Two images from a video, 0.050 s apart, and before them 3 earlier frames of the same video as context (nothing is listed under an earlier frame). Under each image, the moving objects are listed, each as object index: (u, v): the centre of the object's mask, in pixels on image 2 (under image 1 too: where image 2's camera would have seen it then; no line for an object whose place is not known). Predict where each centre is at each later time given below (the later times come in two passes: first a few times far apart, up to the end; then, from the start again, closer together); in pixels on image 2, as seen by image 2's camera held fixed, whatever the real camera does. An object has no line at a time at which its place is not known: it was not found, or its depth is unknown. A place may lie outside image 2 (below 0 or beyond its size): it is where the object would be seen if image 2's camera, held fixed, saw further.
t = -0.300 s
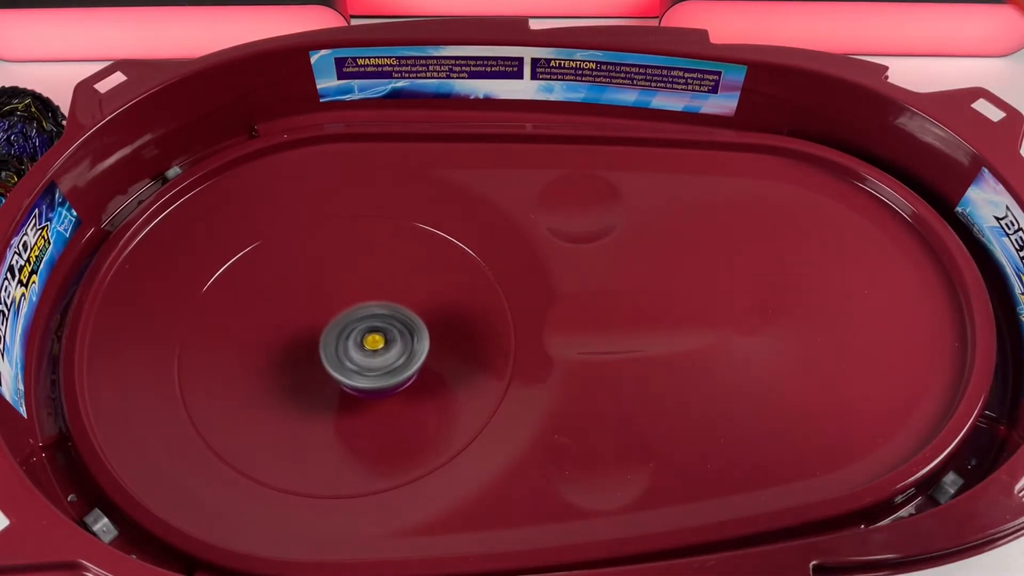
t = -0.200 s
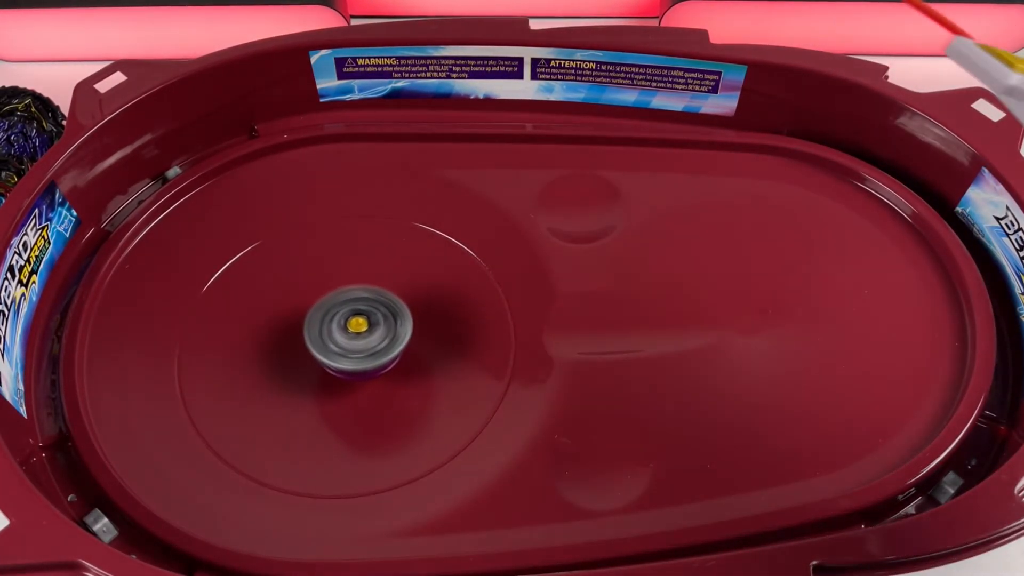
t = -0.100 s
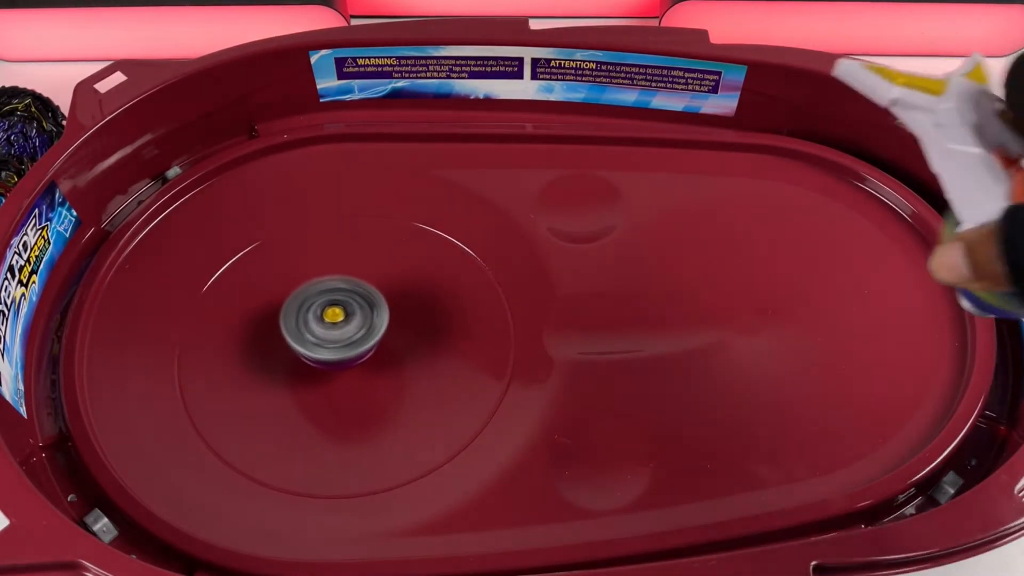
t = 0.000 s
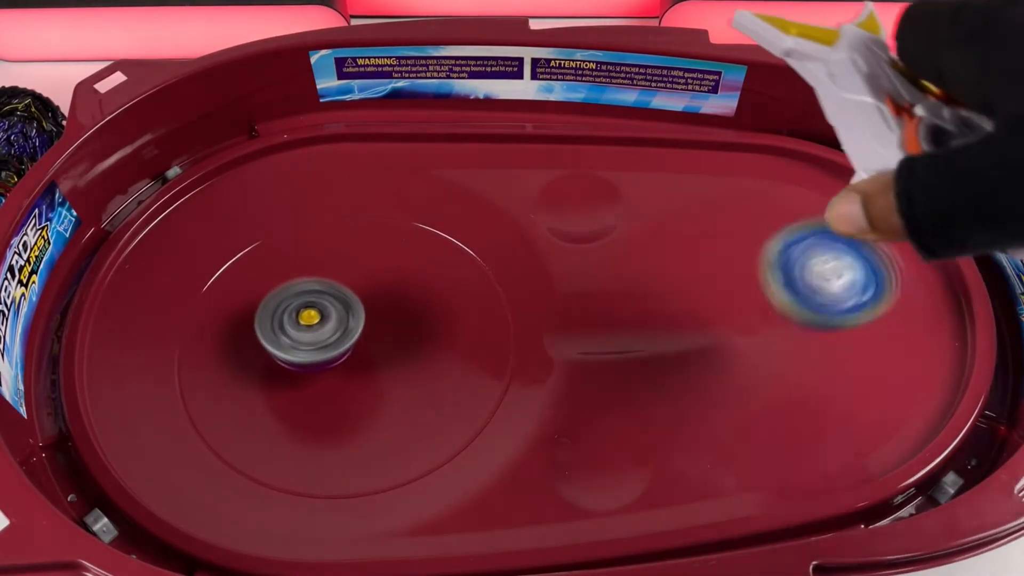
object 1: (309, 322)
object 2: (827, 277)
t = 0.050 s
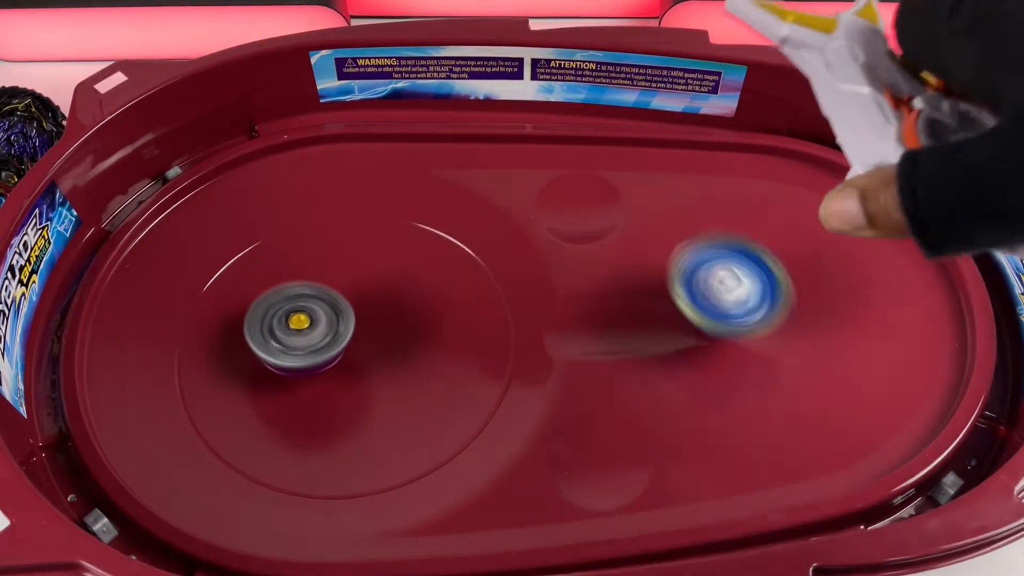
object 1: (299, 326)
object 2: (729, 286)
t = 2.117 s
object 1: (378, 263)
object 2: (286, 367)
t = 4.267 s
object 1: (407, 294)
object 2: (272, 387)
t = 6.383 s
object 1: (381, 371)
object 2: (267, 345)
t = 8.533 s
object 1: (366, 411)
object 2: (394, 258)
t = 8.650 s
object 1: (368, 360)
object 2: (423, 280)
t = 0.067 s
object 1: (297, 326)
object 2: (705, 265)
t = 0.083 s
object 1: (295, 325)
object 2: (680, 242)
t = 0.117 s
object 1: (293, 333)
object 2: (629, 216)
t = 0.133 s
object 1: (291, 335)
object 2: (603, 207)
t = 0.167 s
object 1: (290, 340)
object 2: (556, 187)
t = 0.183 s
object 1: (290, 342)
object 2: (533, 166)
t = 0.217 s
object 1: (290, 346)
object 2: (492, 136)
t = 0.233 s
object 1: (290, 349)
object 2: (471, 122)
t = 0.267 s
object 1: (291, 352)
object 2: (428, 121)
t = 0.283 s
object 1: (292, 354)
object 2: (406, 128)
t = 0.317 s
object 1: (295, 358)
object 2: (365, 152)
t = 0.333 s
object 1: (297, 359)
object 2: (345, 169)
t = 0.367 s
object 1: (302, 362)
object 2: (304, 200)
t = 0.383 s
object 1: (305, 363)
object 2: (284, 217)
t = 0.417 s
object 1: (312, 363)
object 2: (246, 252)
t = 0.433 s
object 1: (316, 364)
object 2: (227, 270)
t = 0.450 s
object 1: (319, 363)
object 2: (210, 288)
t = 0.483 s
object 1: (326, 362)
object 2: (179, 326)
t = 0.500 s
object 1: (330, 361)
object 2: (166, 345)
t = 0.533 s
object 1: (336, 357)
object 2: (148, 379)
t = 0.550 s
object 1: (339, 355)
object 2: (142, 396)
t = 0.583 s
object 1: (344, 351)
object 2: (136, 427)
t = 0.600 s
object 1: (346, 348)
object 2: (136, 440)
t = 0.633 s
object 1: (349, 342)
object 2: (144, 467)
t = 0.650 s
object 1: (350, 339)
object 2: (153, 477)
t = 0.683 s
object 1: (352, 332)
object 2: (178, 491)
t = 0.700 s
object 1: (352, 329)
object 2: (194, 494)
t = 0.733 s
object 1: (351, 323)
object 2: (231, 495)
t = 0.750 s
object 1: (351, 320)
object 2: (249, 492)
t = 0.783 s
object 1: (347, 315)
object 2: (288, 483)
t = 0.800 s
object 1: (346, 313)
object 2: (308, 476)
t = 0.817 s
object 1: (344, 311)
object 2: (328, 466)
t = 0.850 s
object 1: (339, 308)
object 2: (364, 441)
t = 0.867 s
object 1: (337, 307)
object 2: (380, 427)
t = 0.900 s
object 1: (332, 306)
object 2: (408, 394)
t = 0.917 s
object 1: (330, 306)
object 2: (419, 377)
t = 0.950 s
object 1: (325, 305)
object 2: (436, 343)
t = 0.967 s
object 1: (323, 306)
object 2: (442, 326)
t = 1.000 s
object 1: (319, 307)
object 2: (447, 293)
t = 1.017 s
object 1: (317, 308)
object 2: (447, 279)
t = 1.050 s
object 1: (313, 311)
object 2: (444, 252)
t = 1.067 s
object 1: (312, 313)
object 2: (440, 241)
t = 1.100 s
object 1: (311, 316)
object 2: (430, 223)
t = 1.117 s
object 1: (310, 318)
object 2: (423, 217)
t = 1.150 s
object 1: (310, 323)
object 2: (409, 208)
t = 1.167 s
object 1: (310, 325)
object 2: (401, 206)
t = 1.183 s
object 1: (311, 327)
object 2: (393, 206)
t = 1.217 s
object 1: (313, 332)
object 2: (376, 210)
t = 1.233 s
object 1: (314, 334)
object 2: (368, 214)
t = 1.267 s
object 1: (319, 338)
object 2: (352, 225)
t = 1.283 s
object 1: (321, 339)
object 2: (344, 232)
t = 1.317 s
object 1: (327, 344)
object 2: (328, 246)
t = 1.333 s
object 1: (328, 351)
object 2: (322, 250)
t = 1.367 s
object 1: (333, 363)
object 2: (311, 259)
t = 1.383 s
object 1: (336, 368)
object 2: (306, 264)
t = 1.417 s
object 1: (342, 375)
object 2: (297, 276)
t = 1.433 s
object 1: (346, 377)
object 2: (294, 283)
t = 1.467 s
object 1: (353, 379)
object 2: (290, 297)
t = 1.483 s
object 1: (357, 380)
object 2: (288, 304)
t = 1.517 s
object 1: (371, 381)
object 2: (281, 314)
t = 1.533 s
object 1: (380, 382)
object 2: (276, 319)
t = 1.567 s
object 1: (395, 380)
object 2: (268, 327)
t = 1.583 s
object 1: (401, 379)
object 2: (265, 331)
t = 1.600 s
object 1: (407, 376)
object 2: (263, 335)
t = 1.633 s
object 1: (416, 370)
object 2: (261, 342)
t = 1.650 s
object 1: (420, 366)
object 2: (262, 345)
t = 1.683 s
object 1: (425, 358)
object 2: (264, 350)
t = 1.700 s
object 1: (427, 354)
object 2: (266, 352)
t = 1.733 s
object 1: (430, 345)
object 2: (271, 355)
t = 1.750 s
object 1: (430, 341)
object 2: (275, 356)
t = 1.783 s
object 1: (427, 333)
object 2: (284, 358)
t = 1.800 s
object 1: (425, 329)
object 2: (290, 358)
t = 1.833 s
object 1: (421, 322)
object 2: (301, 356)
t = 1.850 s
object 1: (418, 319)
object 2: (307, 355)
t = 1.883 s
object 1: (421, 305)
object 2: (306, 359)
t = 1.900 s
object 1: (424, 297)
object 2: (302, 363)
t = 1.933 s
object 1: (426, 282)
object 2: (295, 368)
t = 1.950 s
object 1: (426, 277)
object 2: (292, 370)
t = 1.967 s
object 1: (424, 272)
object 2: (290, 371)
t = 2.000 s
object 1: (418, 265)
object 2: (286, 372)
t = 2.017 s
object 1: (413, 263)
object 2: (284, 374)
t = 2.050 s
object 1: (403, 260)
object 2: (283, 372)
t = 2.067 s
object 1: (397, 260)
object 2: (283, 371)
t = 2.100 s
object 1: (385, 262)
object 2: (285, 367)
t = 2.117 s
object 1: (378, 263)
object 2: (286, 367)
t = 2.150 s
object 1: (364, 268)
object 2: (291, 361)
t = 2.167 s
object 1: (357, 271)
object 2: (293, 358)
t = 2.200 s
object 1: (346, 275)
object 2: (299, 355)
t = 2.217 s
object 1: (341, 274)
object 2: (300, 361)
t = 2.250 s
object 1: (338, 264)
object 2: (294, 375)
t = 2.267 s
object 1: (337, 261)
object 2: (292, 382)
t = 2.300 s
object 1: (333, 258)
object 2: (288, 394)
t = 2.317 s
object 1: (331, 259)
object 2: (287, 399)
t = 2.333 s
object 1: (329, 260)
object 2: (285, 403)
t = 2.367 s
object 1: (324, 266)
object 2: (284, 410)
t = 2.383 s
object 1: (321, 270)
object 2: (284, 413)
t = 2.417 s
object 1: (315, 280)
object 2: (285, 415)
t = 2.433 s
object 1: (313, 285)
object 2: (287, 415)
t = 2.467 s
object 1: (308, 296)
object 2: (290, 413)
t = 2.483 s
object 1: (306, 302)
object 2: (292, 411)
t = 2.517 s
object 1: (304, 312)
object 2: (298, 405)
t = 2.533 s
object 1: (304, 315)
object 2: (301, 402)
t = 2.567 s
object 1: (308, 308)
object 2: (304, 410)
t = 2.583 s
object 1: (310, 300)
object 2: (305, 415)
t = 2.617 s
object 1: (315, 286)
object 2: (308, 424)
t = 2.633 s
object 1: (318, 281)
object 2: (310, 427)
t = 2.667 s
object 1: (323, 273)
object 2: (314, 431)
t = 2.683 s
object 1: (326, 270)
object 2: (316, 432)
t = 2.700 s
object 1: (327, 268)
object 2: (318, 431)
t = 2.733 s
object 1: (330, 267)
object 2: (322, 427)
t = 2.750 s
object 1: (332, 268)
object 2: (325, 424)
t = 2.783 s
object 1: (332, 270)
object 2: (329, 415)
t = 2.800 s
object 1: (332, 273)
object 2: (331, 410)
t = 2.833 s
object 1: (333, 278)
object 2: (334, 397)
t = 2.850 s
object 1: (332, 281)
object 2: (336, 390)
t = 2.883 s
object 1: (333, 286)
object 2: (338, 375)
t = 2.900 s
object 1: (334, 284)
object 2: (339, 371)
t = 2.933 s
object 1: (333, 273)
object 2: (339, 372)
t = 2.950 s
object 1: (334, 268)
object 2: (339, 373)
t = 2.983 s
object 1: (335, 258)
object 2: (339, 374)
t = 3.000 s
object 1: (335, 256)
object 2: (339, 374)
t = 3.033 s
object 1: (336, 252)
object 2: (339, 374)
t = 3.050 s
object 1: (335, 252)
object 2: (339, 373)
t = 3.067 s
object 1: (335, 252)
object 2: (338, 372)
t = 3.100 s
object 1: (335, 253)
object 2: (336, 369)
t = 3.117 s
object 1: (335, 254)
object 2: (336, 367)
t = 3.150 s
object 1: (335, 260)
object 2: (336, 363)
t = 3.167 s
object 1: (335, 263)
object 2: (336, 360)
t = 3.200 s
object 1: (336, 269)
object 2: (335, 357)
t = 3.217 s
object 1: (334, 269)
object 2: (337, 358)
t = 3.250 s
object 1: (334, 270)
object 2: (338, 365)
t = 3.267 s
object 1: (335, 269)
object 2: (338, 368)
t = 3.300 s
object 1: (336, 271)
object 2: (341, 372)
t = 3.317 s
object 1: (337, 272)
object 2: (342, 375)
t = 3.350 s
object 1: (339, 276)
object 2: (344, 379)
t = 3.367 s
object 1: (340, 278)
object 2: (345, 381)
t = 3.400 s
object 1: (343, 284)
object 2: (347, 383)
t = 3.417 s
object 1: (344, 288)
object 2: (348, 383)
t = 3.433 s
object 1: (346, 291)
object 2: (349, 383)
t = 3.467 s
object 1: (349, 297)
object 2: (351, 382)
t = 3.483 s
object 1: (348, 298)
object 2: (354, 386)
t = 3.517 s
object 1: (348, 295)
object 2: (356, 398)
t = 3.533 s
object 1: (349, 293)
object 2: (357, 403)
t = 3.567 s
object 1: (351, 291)
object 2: (360, 412)
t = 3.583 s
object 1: (352, 292)
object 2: (360, 416)
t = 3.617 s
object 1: (355, 295)
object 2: (360, 420)
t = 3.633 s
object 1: (356, 298)
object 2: (360, 422)
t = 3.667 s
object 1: (360, 303)
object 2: (358, 423)
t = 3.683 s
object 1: (361, 306)
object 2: (357, 422)
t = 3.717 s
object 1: (364, 313)
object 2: (354, 418)
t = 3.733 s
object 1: (365, 316)
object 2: (353, 415)
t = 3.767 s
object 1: (369, 321)
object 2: (349, 408)
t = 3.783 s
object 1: (369, 319)
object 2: (346, 407)
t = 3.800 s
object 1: (370, 318)
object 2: (342, 409)
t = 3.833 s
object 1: (373, 312)
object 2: (334, 411)
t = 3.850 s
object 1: (374, 310)
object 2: (330, 411)
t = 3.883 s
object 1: (375, 308)
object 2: (324, 409)
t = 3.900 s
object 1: (375, 309)
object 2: (320, 407)
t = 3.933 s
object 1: (374, 311)
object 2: (314, 402)
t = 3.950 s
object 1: (373, 313)
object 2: (312, 397)
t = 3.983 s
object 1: (377, 312)
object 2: (306, 393)
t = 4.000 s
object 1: (381, 308)
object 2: (298, 395)
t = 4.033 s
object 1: (389, 300)
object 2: (285, 396)
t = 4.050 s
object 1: (391, 298)
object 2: (281, 397)
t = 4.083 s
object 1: (394, 295)
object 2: (273, 396)
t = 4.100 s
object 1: (393, 296)
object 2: (271, 394)
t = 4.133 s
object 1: (392, 299)
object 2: (270, 392)
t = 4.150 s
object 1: (391, 301)
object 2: (271, 390)
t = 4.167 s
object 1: (390, 303)
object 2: (273, 387)
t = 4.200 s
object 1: (386, 309)
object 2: (280, 383)
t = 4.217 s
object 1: (384, 311)
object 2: (284, 379)
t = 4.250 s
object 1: (392, 307)
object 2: (284, 380)
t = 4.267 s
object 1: (407, 294)
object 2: (272, 387)
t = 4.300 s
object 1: (434, 267)
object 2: (251, 401)
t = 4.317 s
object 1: (445, 256)
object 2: (243, 407)
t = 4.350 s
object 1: (462, 236)
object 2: (230, 417)
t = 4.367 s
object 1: (467, 229)
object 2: (227, 421)
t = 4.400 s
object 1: (472, 219)
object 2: (225, 428)
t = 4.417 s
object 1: (473, 216)
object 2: (227, 430)
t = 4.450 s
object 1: (467, 214)
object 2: (233, 434)
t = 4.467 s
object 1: (464, 214)
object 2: (238, 434)
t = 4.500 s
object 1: (452, 219)
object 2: (250, 433)
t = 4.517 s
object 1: (445, 222)
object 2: (258, 432)
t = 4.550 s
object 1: (429, 231)
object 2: (277, 427)
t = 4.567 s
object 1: (419, 237)
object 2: (286, 423)
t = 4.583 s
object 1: (409, 244)
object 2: (297, 418)
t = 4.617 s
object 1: (388, 259)
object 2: (320, 407)
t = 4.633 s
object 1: (377, 268)
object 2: (331, 400)
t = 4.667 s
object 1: (355, 285)
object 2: (354, 386)
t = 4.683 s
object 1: (344, 290)
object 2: (366, 379)
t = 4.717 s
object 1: (317, 285)
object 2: (391, 379)
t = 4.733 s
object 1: (304, 282)
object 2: (402, 378)
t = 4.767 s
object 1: (280, 278)
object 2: (425, 376)
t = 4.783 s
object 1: (269, 277)
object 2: (435, 374)
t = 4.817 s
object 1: (252, 278)
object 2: (451, 369)
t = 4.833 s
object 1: (245, 280)
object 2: (457, 368)
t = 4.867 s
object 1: (235, 286)
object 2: (466, 362)
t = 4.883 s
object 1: (232, 291)
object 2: (468, 360)
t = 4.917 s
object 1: (228, 302)
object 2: (469, 355)
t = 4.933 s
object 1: (229, 308)
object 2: (468, 353)
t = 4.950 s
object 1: (228, 313)
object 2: (464, 351)
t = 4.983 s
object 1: (232, 326)
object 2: (455, 347)
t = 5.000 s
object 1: (234, 332)
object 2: (448, 345)
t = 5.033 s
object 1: (242, 345)
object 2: (433, 342)
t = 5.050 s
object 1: (247, 351)
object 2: (423, 341)
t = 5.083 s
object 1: (258, 362)
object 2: (404, 338)
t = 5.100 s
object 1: (266, 366)
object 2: (392, 336)
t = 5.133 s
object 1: (271, 379)
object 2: (377, 331)
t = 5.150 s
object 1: (264, 389)
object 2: (377, 318)
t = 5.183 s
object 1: (252, 411)
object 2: (376, 299)
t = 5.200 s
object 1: (248, 418)
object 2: (376, 290)
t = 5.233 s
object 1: (242, 432)
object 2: (374, 273)
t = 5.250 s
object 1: (241, 437)
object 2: (373, 266)
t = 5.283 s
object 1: (243, 445)
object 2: (370, 254)
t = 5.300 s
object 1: (246, 447)
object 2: (368, 250)
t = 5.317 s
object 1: (251, 448)
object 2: (366, 245)
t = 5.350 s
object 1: (262, 447)
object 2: (361, 240)
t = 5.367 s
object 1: (269, 445)
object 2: (359, 240)
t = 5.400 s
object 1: (284, 439)
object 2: (354, 240)
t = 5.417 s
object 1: (290, 435)
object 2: (351, 243)
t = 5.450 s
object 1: (307, 425)
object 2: (347, 250)
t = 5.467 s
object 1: (314, 419)
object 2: (345, 253)
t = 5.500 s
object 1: (329, 404)
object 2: (340, 265)
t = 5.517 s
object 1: (337, 397)
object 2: (338, 272)
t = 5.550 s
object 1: (350, 380)
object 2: (334, 287)
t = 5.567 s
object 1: (355, 372)
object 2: (331, 294)
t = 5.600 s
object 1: (370, 391)
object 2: (324, 277)
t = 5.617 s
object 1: (376, 401)
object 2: (320, 267)
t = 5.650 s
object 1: (387, 417)
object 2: (313, 250)
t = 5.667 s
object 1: (392, 423)
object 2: (310, 242)
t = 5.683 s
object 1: (395, 428)
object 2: (309, 237)
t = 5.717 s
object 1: (399, 434)
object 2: (304, 226)
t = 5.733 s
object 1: (401, 435)
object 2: (303, 223)
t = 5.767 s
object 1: (401, 433)
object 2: (301, 219)
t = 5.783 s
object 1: (402, 431)
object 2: (301, 220)
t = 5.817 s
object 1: (400, 423)
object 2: (302, 223)
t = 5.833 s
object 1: (399, 419)
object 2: (303, 227)
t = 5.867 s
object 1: (395, 408)
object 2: (306, 237)
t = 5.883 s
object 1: (393, 402)
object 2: (308, 243)
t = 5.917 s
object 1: (387, 389)
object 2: (312, 259)
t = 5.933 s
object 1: (382, 382)
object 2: (314, 268)
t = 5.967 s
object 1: (374, 368)
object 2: (319, 288)
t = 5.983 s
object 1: (372, 366)
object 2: (321, 294)
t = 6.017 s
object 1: (385, 384)
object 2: (301, 280)
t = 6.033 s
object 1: (390, 393)
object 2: (294, 273)
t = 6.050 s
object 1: (397, 401)
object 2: (286, 270)
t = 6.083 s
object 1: (403, 413)
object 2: (274, 270)
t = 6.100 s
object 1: (406, 417)
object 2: (268, 266)
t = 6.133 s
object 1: (407, 422)
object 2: (258, 264)
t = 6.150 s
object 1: (408, 422)
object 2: (254, 266)
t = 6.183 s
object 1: (408, 420)
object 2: (247, 269)
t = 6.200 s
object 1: (408, 418)
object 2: (245, 273)
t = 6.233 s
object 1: (406, 412)
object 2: (243, 281)
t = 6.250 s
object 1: (404, 408)
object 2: (243, 285)
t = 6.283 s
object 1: (399, 400)
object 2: (245, 297)
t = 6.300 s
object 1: (396, 396)
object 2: (248, 307)
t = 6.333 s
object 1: (388, 385)
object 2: (255, 322)
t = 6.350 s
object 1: (384, 380)
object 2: (260, 329)
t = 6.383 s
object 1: (381, 371)
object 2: (267, 345)
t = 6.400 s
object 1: (390, 370)
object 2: (257, 343)
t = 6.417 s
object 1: (403, 368)
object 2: (249, 344)
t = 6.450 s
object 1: (427, 360)
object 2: (238, 348)
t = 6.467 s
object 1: (434, 359)
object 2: (235, 347)
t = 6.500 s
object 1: (450, 350)
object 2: (233, 344)
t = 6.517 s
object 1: (454, 347)
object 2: (235, 348)
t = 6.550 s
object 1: (460, 340)
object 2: (243, 349)
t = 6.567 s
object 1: (461, 337)
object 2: (249, 349)
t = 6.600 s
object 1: (459, 331)
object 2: (265, 351)
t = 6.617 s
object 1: (455, 329)
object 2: (273, 351)
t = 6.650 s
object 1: (448, 325)
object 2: (294, 350)
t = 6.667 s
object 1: (443, 324)
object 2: (306, 350)
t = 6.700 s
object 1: (431, 320)
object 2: (326, 346)
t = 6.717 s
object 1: (428, 320)
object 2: (334, 344)
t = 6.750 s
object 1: (440, 315)
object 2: (323, 340)
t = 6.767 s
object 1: (447, 312)
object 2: (316, 340)
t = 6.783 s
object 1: (451, 309)
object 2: (311, 339)
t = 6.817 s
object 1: (455, 305)
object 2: (299, 335)
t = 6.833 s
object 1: (455, 305)
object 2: (293, 334)
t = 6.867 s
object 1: (452, 303)
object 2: (283, 330)
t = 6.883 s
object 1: (449, 303)
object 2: (278, 329)
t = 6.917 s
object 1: (442, 303)
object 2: (271, 328)
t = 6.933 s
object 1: (436, 304)
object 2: (268, 325)
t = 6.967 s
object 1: (424, 306)
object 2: (264, 327)
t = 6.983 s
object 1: (418, 306)
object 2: (263, 325)
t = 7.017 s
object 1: (403, 311)
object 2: (264, 329)
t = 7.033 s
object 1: (396, 312)
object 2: (264, 327)
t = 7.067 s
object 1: (380, 316)
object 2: (269, 333)
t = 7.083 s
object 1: (388, 317)
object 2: (254, 337)
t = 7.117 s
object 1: (412, 314)
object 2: (222, 340)
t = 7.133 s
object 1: (423, 310)
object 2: (204, 341)
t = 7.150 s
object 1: (430, 311)
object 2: (192, 338)
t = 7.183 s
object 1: (445, 309)
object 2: (173, 338)
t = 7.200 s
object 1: (451, 308)
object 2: (166, 338)
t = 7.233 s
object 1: (456, 309)
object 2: (160, 339)
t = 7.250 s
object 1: (456, 310)
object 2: (161, 342)
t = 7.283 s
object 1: (455, 312)
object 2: (170, 345)
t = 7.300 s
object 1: (453, 314)
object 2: (178, 346)
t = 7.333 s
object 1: (446, 317)
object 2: (201, 353)
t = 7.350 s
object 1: (441, 319)
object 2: (211, 355)
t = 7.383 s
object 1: (430, 322)
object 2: (242, 358)
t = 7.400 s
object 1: (424, 325)
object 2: (259, 359)
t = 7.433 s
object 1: (411, 330)
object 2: (295, 363)
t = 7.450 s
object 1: (404, 332)
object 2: (310, 357)
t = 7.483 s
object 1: (427, 336)
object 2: (305, 343)
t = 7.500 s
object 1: (434, 340)
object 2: (307, 347)
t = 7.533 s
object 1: (450, 346)
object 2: (299, 333)
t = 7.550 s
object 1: (458, 347)
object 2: (303, 326)
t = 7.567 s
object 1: (461, 351)
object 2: (300, 326)
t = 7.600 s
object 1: (466, 357)
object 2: (303, 314)
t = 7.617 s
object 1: (464, 360)
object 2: (303, 313)
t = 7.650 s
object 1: (460, 365)
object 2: (306, 302)
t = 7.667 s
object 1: (456, 368)
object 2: (308, 300)
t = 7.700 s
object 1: (444, 369)
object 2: (314, 292)
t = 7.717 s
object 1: (437, 371)
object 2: (315, 290)
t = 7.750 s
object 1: (422, 371)
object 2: (322, 288)
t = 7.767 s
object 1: (414, 371)
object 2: (323, 283)
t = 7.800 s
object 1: (393, 370)
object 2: (328, 287)
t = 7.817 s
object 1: (384, 367)
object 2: (332, 285)
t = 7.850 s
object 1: (364, 365)
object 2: (332, 287)
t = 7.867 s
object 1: (357, 366)
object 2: (331, 282)
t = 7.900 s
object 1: (341, 375)
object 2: (326, 273)
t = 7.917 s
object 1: (331, 382)
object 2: (324, 267)
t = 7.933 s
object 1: (322, 387)
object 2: (322, 259)
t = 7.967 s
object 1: (307, 397)
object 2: (317, 247)
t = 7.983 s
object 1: (302, 401)
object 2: (315, 244)
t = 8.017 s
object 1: (290, 405)
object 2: (311, 236)
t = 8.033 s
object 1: (287, 405)
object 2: (308, 236)
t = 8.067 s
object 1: (280, 405)
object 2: (307, 236)
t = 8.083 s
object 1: (279, 403)
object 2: (304, 236)
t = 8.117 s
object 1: (279, 399)
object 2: (302, 243)
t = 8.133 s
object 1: (278, 396)
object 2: (302, 248)
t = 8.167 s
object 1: (281, 389)
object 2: (302, 259)
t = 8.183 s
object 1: (283, 385)
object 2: (302, 265)
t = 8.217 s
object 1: (288, 377)
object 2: (303, 281)
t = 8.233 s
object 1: (288, 376)
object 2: (307, 288)
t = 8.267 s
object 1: (290, 394)
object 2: (318, 286)
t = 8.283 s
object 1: (290, 413)
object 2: (324, 277)
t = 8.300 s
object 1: (286, 427)
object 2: (332, 268)
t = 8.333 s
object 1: (288, 457)
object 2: (345, 249)
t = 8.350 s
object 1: (289, 472)
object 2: (349, 240)
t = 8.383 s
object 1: (288, 487)
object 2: (355, 228)
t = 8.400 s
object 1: (294, 495)
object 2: (360, 225)
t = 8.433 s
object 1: (310, 487)
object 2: (371, 225)
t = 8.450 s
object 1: (320, 477)
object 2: (376, 229)
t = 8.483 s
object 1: (342, 459)
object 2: (385, 239)
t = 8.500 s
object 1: (346, 446)
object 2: (388, 246)
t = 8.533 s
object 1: (366, 411)
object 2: (394, 258)
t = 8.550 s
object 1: (375, 398)
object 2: (396, 265)
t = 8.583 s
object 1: (381, 368)
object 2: (402, 277)
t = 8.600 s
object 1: (381, 361)
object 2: (406, 282)
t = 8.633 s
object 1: (372, 359)
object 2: (419, 286)
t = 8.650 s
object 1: (368, 360)
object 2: (423, 280)
